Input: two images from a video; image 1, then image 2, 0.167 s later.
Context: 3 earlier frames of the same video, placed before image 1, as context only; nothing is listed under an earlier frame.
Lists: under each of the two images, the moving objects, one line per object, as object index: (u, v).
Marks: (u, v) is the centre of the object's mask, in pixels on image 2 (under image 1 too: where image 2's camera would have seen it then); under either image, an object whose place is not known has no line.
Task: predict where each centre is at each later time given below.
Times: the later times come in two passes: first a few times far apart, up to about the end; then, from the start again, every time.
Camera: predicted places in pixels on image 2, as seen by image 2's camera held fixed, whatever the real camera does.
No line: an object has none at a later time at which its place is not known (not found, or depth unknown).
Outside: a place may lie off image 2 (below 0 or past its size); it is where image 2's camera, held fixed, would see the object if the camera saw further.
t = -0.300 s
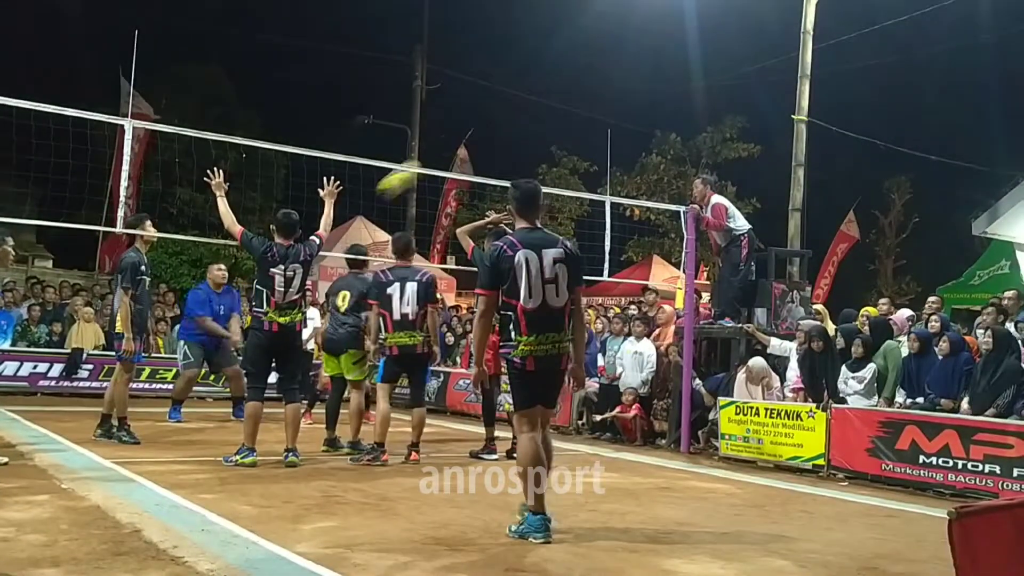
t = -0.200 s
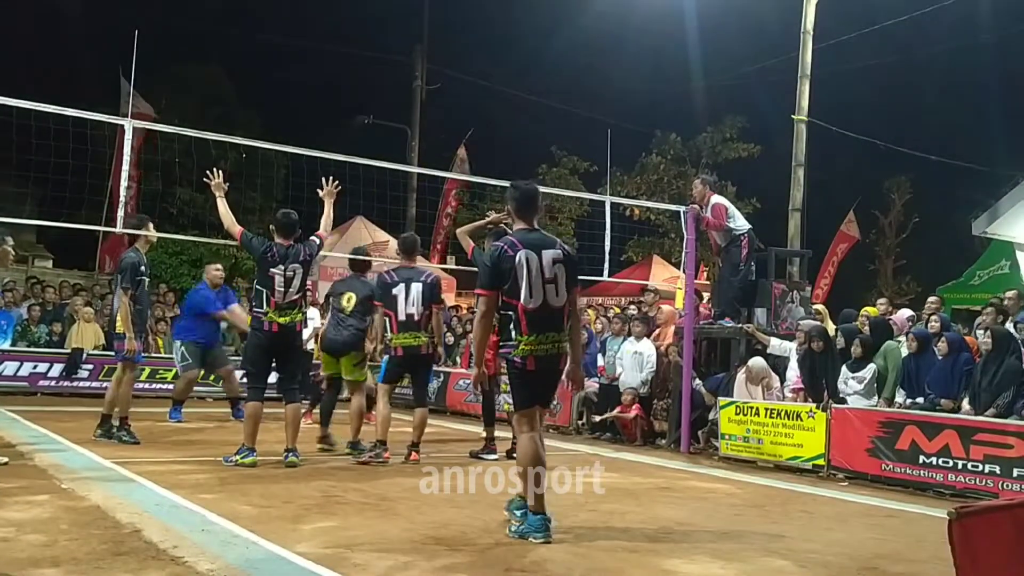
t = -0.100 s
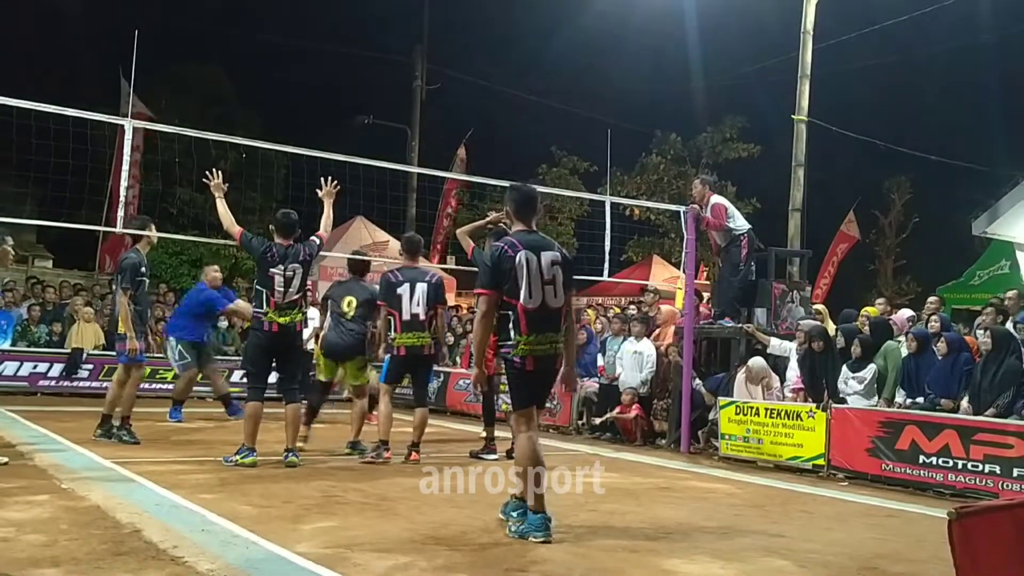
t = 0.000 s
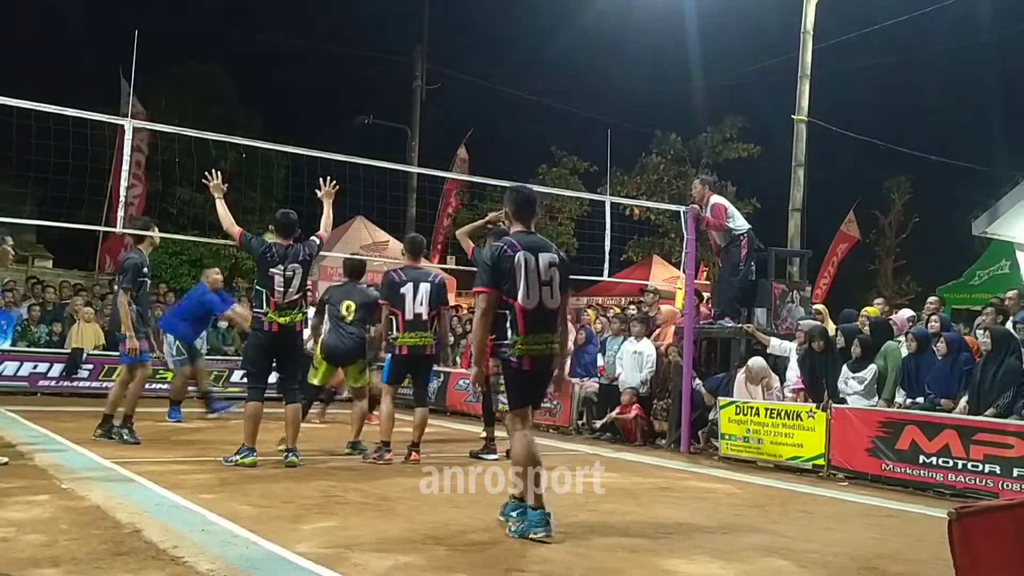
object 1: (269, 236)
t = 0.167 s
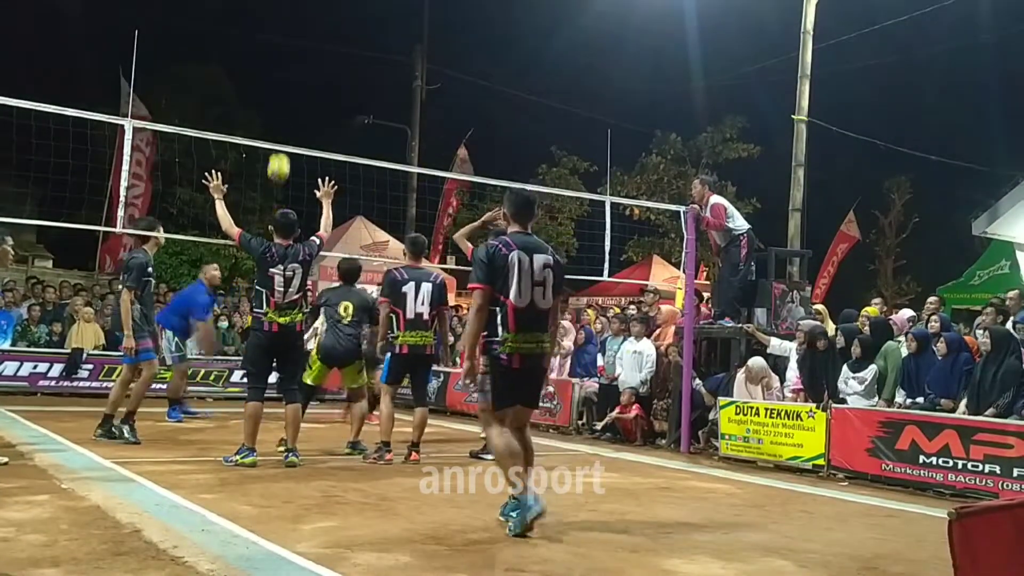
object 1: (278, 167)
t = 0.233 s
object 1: (281, 137)
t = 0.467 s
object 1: (285, 84)
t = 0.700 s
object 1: (286, 78)
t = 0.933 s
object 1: (285, 130)
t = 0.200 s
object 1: (280, 155)
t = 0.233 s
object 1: (281, 137)
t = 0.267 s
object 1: (281, 130)
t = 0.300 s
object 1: (282, 121)
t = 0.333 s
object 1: (282, 111)
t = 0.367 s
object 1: (283, 103)
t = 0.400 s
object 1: (284, 96)
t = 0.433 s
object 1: (285, 90)
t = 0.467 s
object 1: (285, 84)
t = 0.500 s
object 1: (285, 80)
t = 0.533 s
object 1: (285, 77)
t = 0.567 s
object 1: (285, 75)
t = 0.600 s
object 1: (285, 75)
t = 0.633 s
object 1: (286, 75)
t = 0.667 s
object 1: (286, 76)
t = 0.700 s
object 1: (286, 78)
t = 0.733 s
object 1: (286, 82)
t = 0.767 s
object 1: (286, 87)
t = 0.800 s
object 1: (286, 92)
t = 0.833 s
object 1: (285, 100)
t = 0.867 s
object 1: (285, 109)
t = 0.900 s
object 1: (285, 119)
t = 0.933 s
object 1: (285, 130)
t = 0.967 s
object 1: (285, 137)
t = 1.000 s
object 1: (284, 157)
